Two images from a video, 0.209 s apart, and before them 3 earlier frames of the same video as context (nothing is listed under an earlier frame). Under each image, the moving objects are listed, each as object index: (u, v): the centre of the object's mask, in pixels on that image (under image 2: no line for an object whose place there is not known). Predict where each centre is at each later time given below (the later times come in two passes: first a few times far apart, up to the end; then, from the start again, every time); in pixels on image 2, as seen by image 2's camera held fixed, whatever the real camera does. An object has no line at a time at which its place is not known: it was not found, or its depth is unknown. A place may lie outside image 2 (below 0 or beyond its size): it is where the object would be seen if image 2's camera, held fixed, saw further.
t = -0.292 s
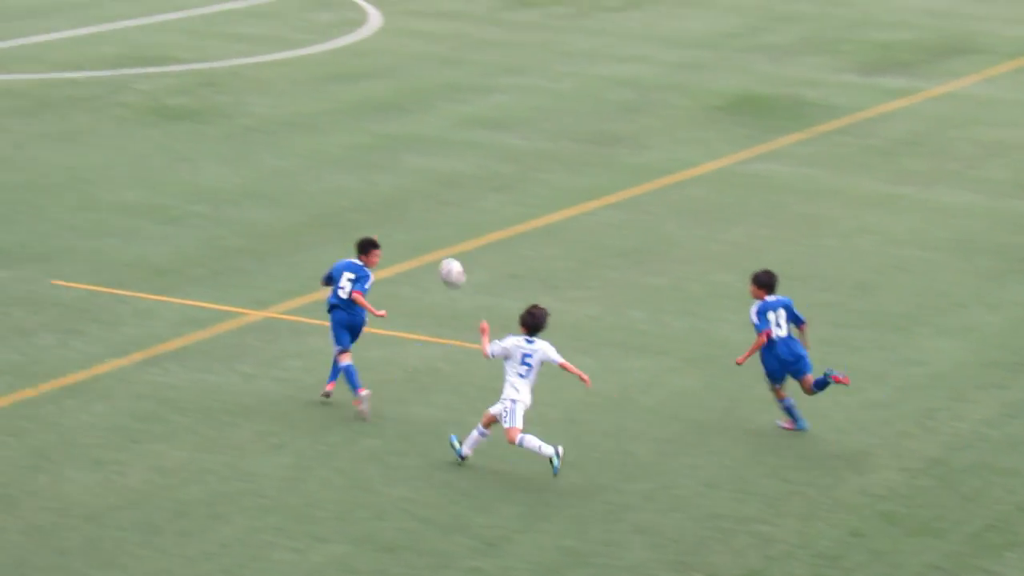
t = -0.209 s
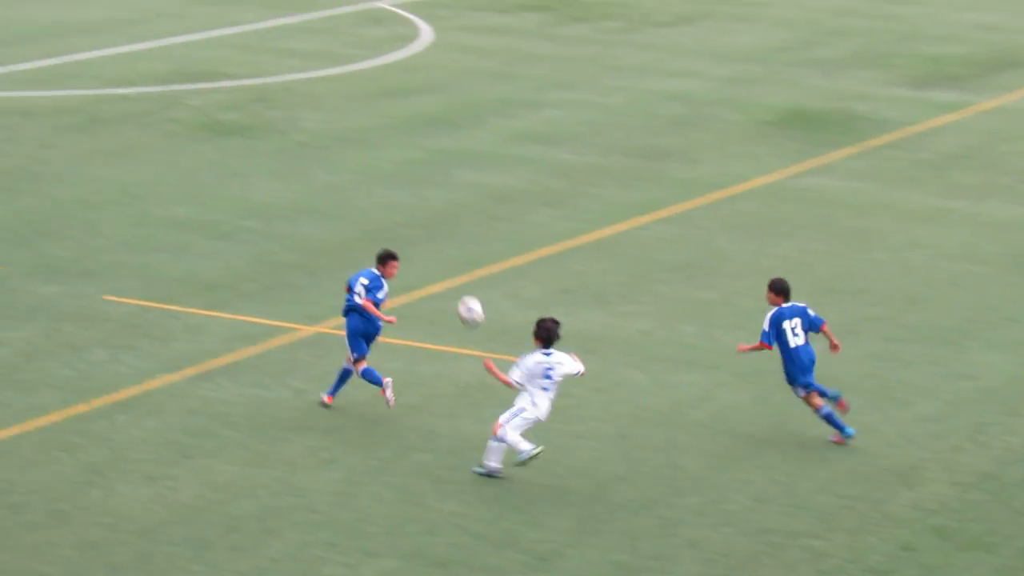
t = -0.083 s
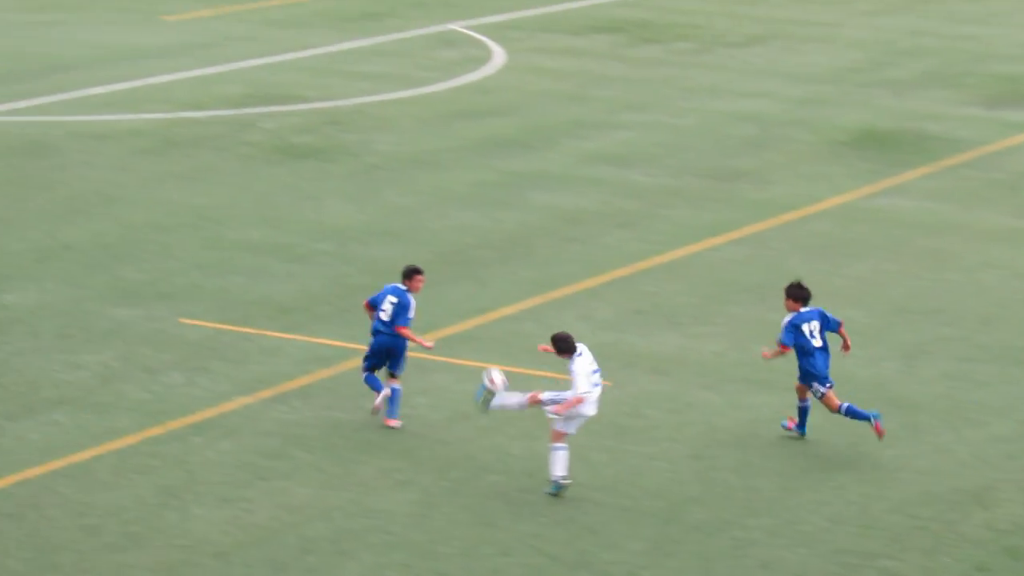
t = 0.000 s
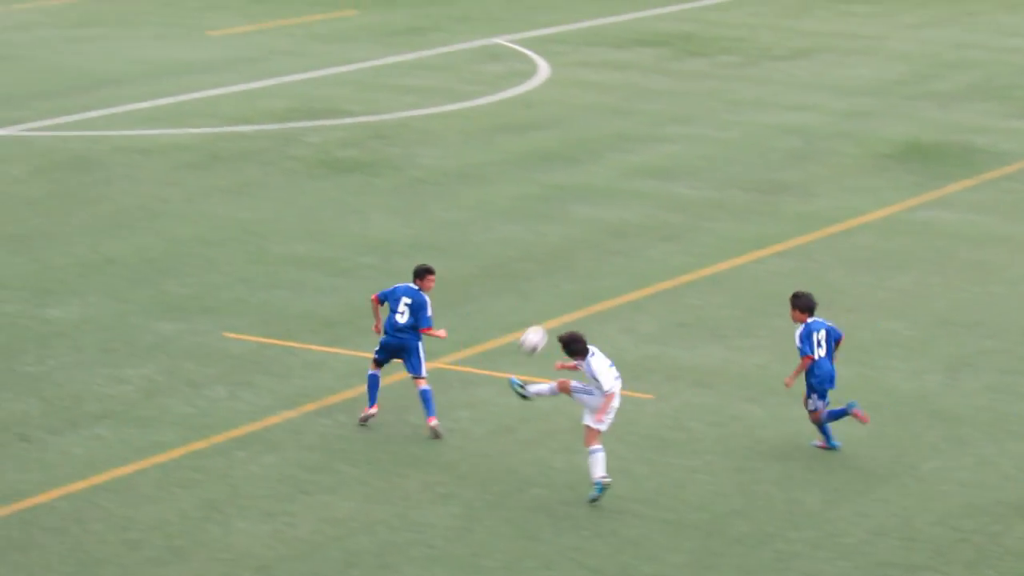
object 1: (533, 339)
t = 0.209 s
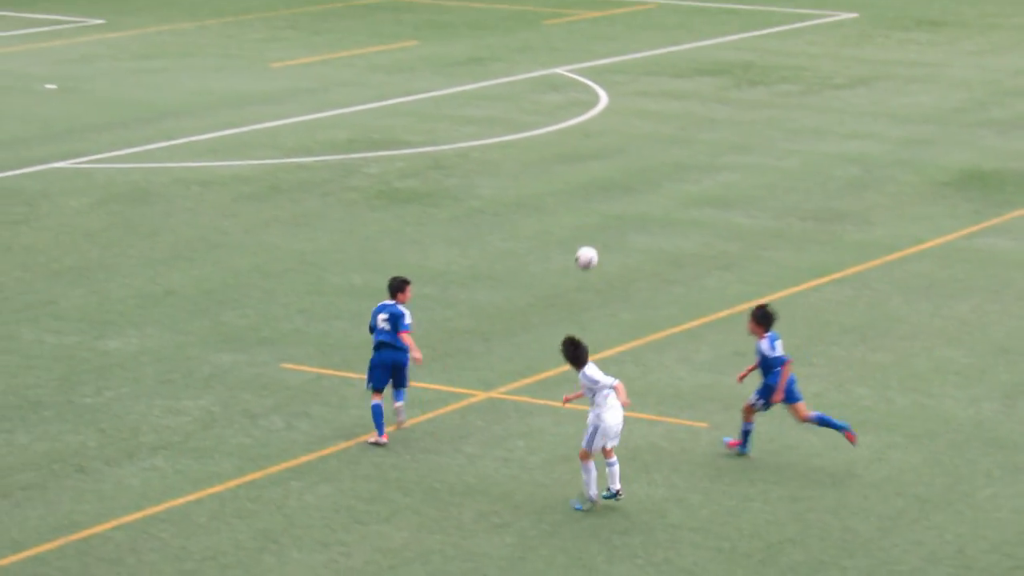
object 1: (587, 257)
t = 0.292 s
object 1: (586, 232)
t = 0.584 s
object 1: (574, 213)
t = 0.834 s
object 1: (563, 268)
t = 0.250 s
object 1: (586, 244)
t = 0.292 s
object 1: (586, 232)
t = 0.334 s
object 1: (584, 223)
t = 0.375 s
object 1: (583, 217)
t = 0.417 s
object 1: (582, 212)
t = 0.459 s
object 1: (581, 209)
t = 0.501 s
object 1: (578, 208)
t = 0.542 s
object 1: (575, 208)
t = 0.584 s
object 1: (574, 213)
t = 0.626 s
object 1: (573, 218)
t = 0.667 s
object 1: (571, 223)
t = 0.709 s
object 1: (568, 232)
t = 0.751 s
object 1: (566, 242)
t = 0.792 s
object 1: (565, 254)
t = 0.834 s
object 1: (563, 268)
